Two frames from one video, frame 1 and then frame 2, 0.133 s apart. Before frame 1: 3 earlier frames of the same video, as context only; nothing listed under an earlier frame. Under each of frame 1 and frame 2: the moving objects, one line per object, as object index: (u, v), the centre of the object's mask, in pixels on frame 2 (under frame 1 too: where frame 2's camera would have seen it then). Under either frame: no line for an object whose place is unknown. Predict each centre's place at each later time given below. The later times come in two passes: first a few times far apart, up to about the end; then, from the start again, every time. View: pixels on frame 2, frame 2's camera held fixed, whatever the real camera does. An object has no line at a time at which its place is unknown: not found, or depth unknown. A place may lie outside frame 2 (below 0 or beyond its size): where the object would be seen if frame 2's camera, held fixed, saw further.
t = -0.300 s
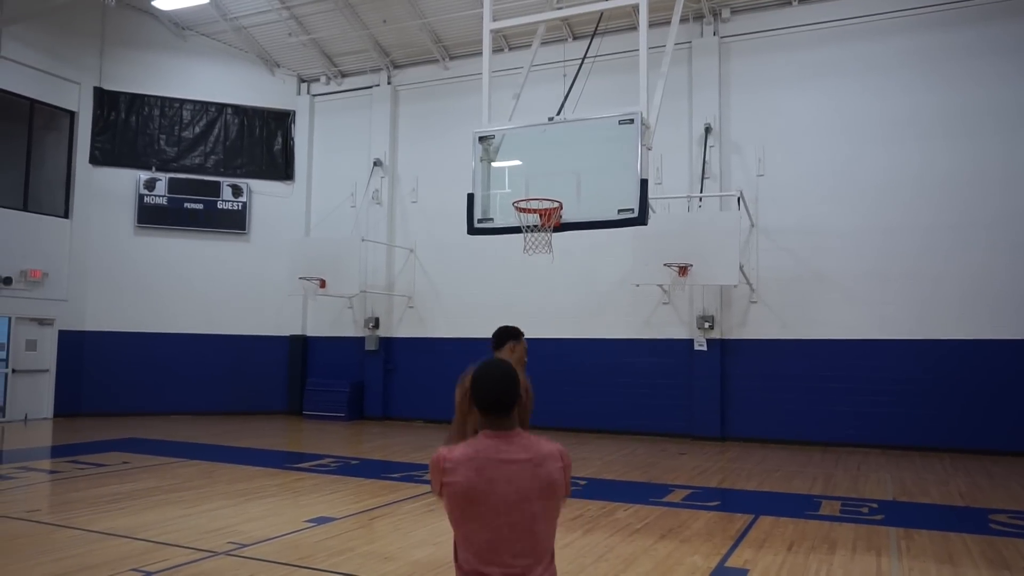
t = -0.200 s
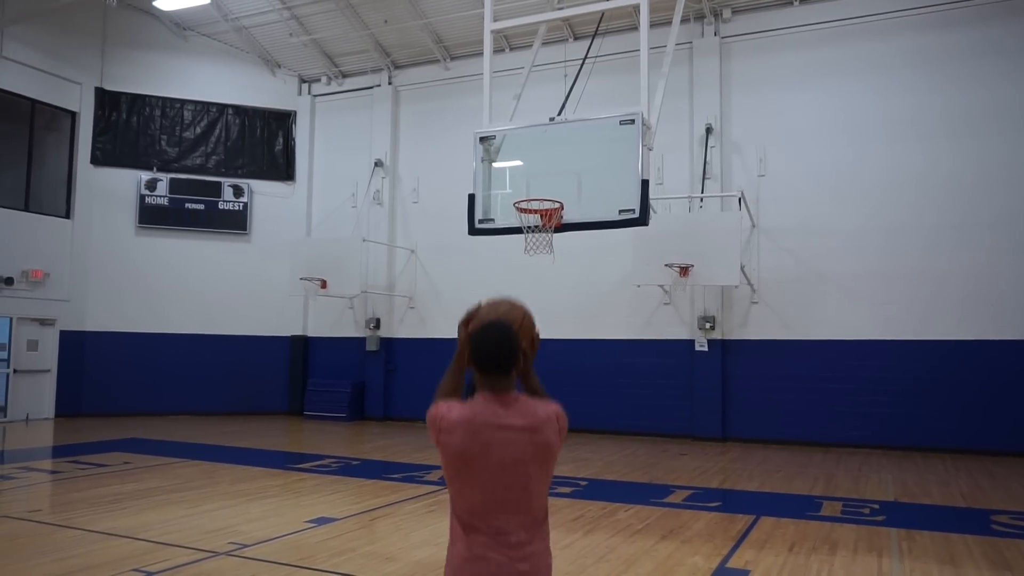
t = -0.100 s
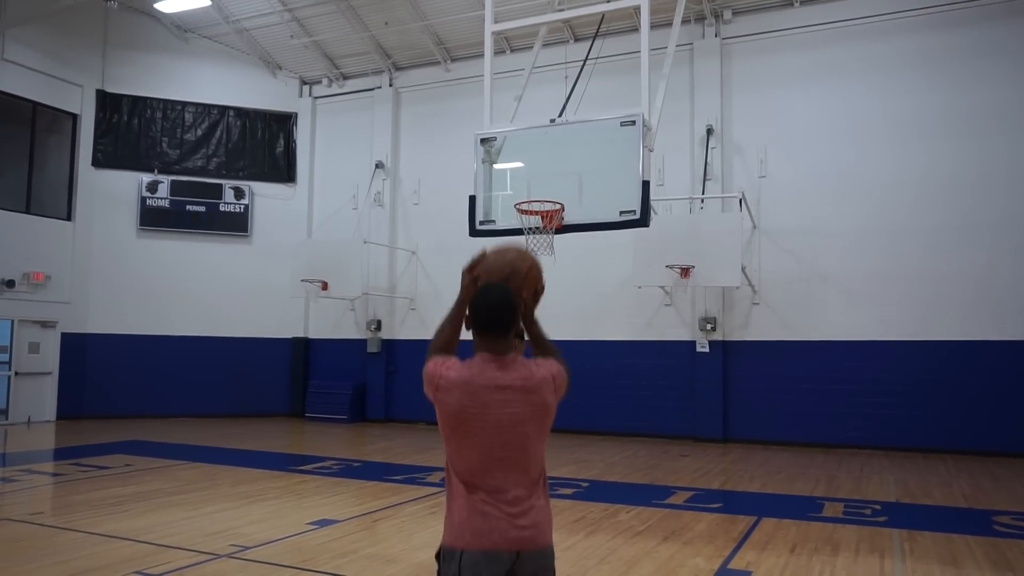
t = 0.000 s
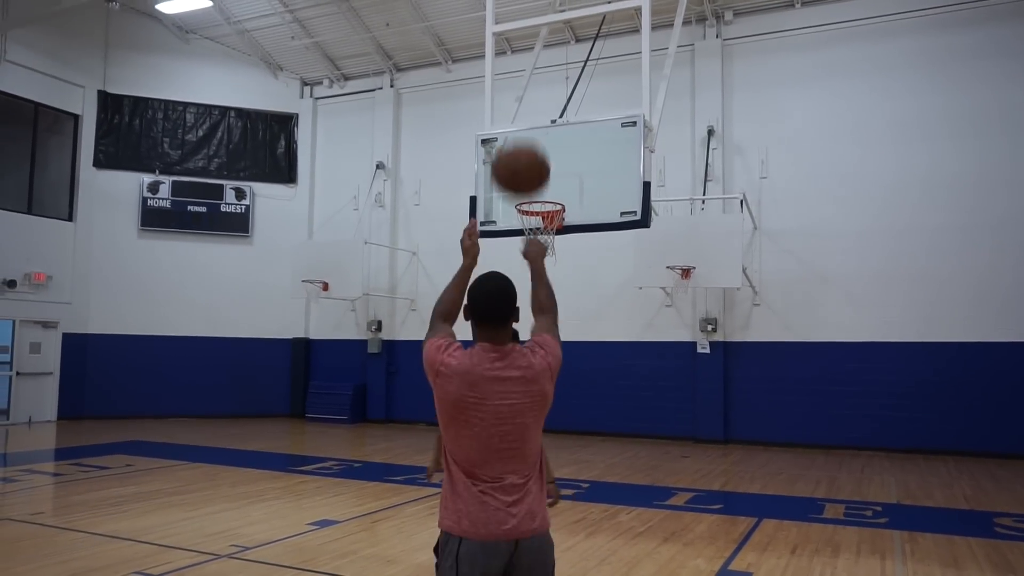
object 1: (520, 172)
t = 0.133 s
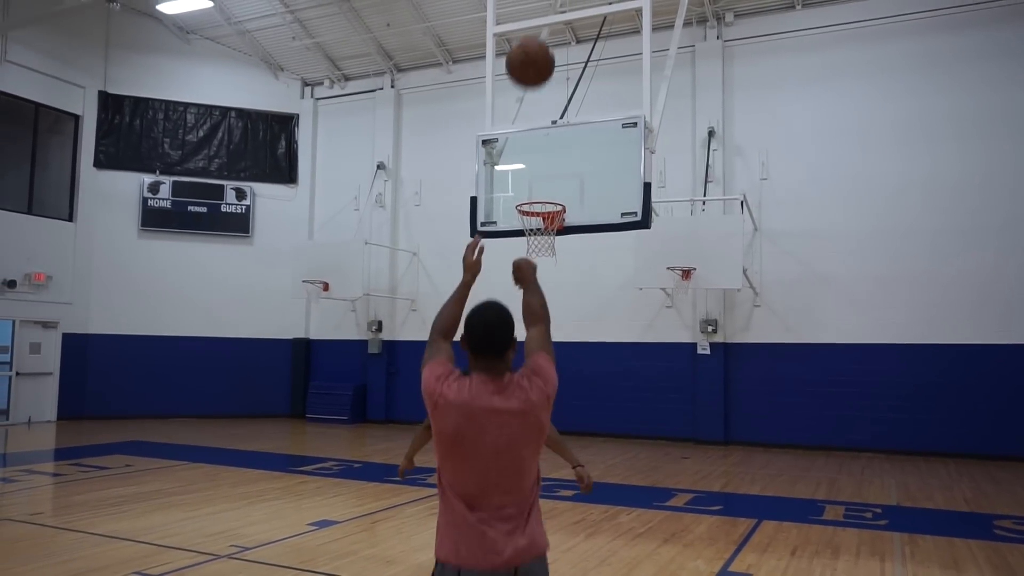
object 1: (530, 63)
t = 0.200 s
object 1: (533, 33)
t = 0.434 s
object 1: (539, 11)
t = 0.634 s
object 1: (541, 44)
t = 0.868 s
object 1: (542, 131)
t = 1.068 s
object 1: (544, 176)
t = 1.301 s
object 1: (548, 164)
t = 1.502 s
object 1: (551, 193)
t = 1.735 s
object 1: (527, 192)
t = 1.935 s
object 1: (532, 193)
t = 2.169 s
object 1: (538, 239)
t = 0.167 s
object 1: (531, 46)
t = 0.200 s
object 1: (533, 33)
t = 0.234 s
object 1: (534, 23)
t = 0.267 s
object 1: (535, 18)
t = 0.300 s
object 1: (536, 14)
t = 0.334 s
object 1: (537, 12)
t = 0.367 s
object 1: (537, 11)
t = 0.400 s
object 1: (538, 10)
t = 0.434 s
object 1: (539, 11)
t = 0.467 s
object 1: (539, 12)
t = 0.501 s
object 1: (540, 15)
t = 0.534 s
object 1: (540, 19)
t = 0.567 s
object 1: (541, 26)
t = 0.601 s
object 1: (541, 35)
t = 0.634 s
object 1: (541, 44)
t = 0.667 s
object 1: (542, 54)
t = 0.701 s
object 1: (542, 65)
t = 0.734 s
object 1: (542, 76)
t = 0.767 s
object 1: (542, 89)
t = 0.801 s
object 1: (542, 102)
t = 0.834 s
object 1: (542, 116)
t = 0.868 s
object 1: (542, 131)
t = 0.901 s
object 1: (542, 146)
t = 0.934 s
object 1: (542, 161)
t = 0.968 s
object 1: (542, 178)
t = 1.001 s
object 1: (543, 190)
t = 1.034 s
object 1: (543, 183)
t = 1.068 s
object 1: (544, 176)
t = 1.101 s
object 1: (545, 171)
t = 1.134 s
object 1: (545, 167)
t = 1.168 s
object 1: (546, 164)
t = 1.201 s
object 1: (546, 162)
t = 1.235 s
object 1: (547, 162)
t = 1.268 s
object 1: (547, 162)
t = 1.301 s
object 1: (548, 164)
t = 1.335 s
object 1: (548, 166)
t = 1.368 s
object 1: (549, 169)
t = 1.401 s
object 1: (550, 174)
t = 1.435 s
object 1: (550, 180)
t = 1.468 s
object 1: (551, 187)
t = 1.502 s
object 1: (551, 193)
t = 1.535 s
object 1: (550, 200)
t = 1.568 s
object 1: (545, 199)
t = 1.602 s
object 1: (540, 197)
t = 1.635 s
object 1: (535, 196)
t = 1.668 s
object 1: (530, 196)
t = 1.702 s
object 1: (526, 196)
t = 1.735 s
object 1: (527, 192)
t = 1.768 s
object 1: (528, 190)
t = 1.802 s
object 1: (529, 189)
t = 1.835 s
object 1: (530, 188)
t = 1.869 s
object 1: (530, 189)
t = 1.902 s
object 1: (531, 190)
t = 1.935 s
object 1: (532, 193)
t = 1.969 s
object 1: (533, 197)
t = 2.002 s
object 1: (534, 203)
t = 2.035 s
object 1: (534, 208)
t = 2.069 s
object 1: (535, 215)
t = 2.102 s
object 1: (535, 223)
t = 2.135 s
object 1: (537, 233)
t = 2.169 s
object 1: (538, 239)
